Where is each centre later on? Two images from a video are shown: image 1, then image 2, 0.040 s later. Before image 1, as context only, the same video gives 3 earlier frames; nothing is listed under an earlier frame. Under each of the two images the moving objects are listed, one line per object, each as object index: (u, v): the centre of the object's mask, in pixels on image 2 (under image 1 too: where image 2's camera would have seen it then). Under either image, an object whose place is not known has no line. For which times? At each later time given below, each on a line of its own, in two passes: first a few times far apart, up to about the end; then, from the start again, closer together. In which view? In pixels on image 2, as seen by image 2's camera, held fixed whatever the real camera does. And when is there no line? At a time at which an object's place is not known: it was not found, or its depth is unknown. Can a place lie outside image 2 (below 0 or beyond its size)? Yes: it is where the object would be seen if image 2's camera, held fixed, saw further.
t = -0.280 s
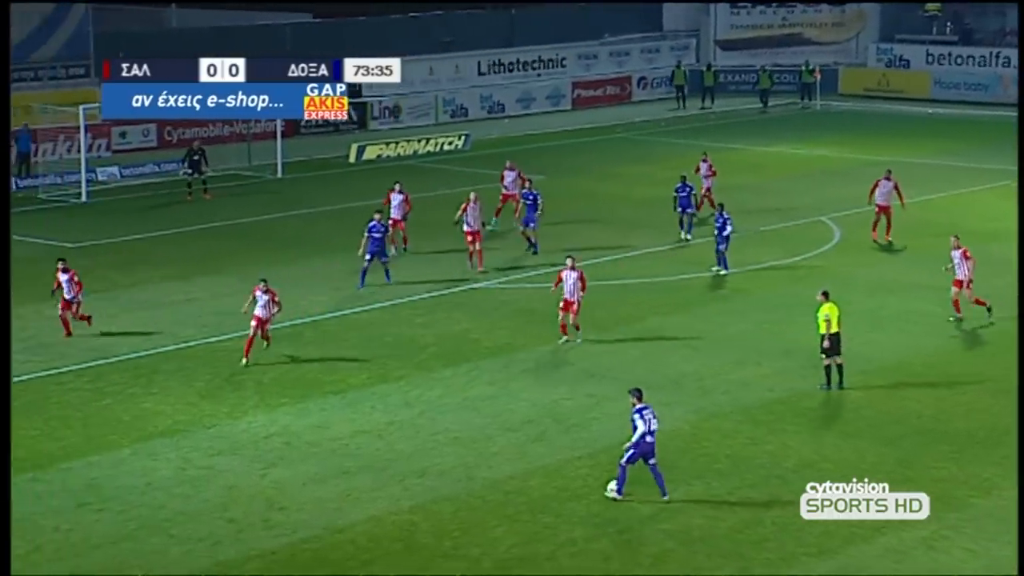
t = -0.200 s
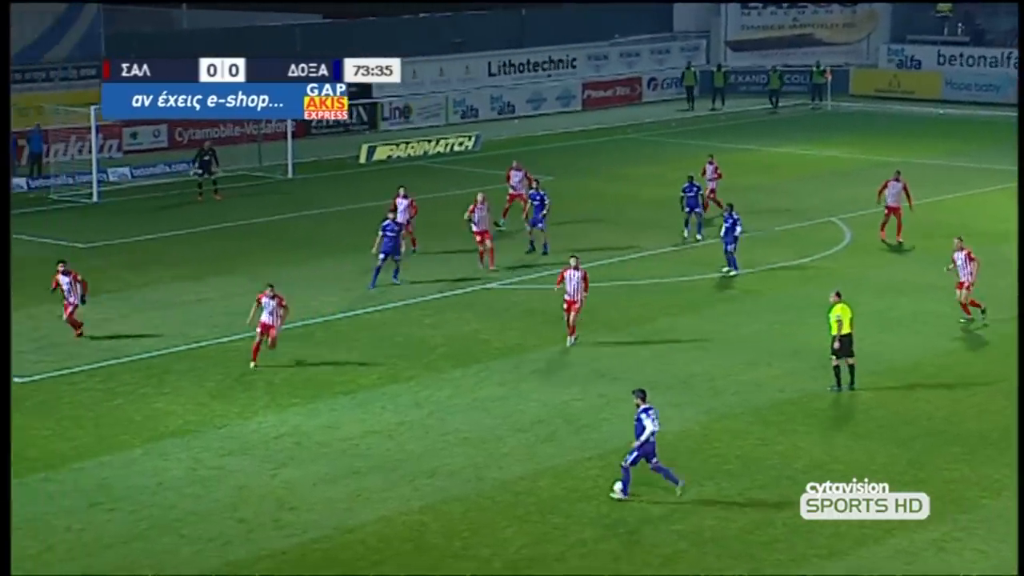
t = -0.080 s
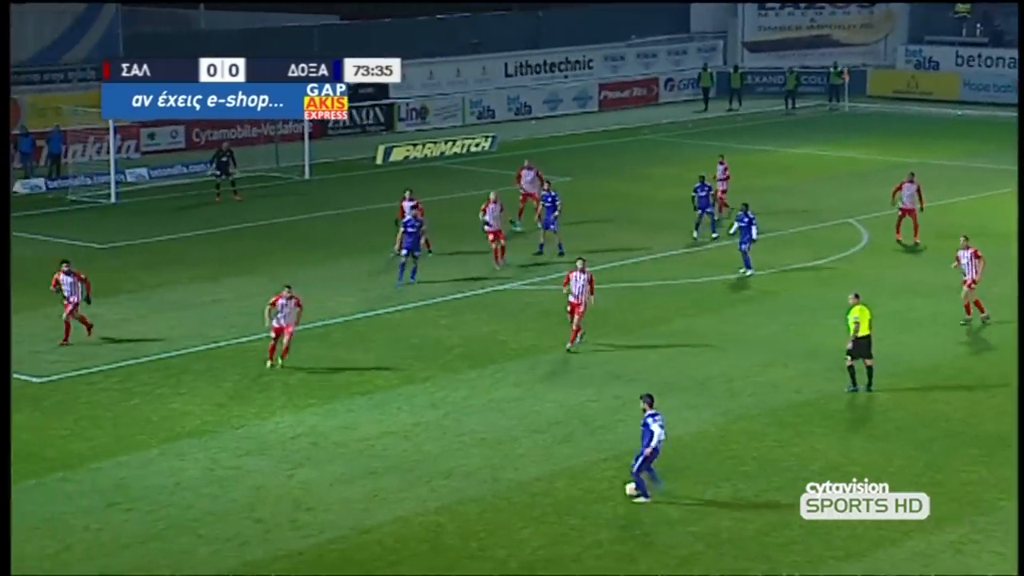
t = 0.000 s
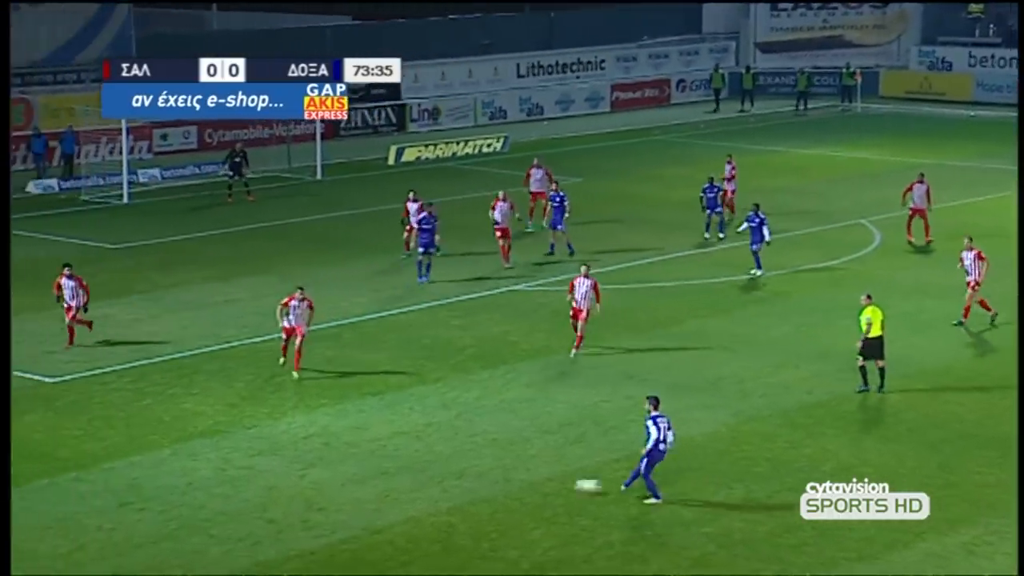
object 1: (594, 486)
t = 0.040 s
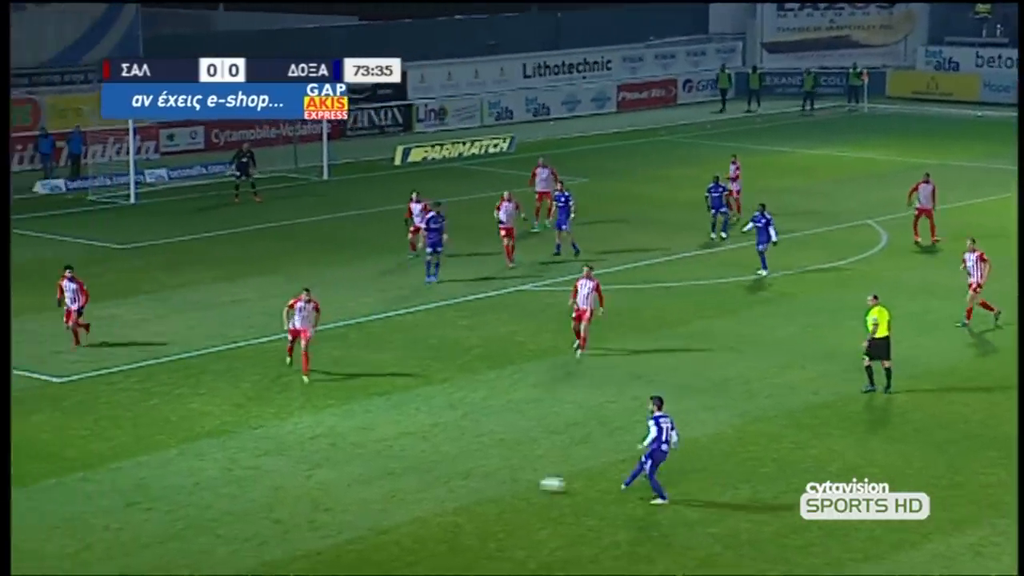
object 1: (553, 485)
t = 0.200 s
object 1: (397, 480)
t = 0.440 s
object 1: (189, 474)
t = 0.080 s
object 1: (511, 483)
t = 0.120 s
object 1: (471, 483)
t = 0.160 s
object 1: (433, 481)
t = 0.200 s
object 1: (397, 480)
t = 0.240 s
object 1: (357, 479)
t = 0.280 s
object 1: (324, 478)
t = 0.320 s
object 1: (290, 476)
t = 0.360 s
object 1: (253, 475)
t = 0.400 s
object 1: (221, 474)
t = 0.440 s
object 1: (189, 474)
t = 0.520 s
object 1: (126, 471)
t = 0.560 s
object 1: (99, 468)
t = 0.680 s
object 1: (11, 470)
